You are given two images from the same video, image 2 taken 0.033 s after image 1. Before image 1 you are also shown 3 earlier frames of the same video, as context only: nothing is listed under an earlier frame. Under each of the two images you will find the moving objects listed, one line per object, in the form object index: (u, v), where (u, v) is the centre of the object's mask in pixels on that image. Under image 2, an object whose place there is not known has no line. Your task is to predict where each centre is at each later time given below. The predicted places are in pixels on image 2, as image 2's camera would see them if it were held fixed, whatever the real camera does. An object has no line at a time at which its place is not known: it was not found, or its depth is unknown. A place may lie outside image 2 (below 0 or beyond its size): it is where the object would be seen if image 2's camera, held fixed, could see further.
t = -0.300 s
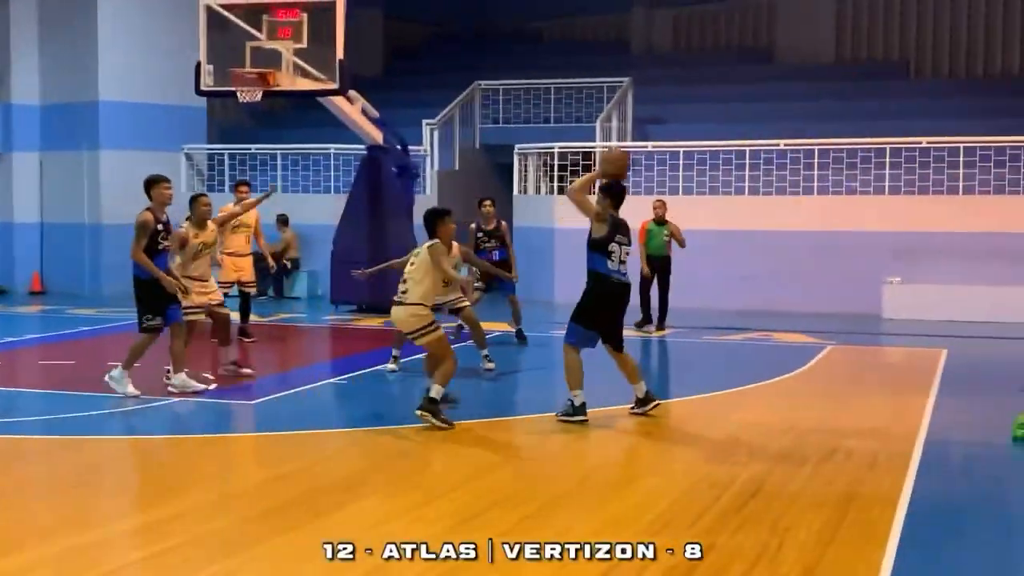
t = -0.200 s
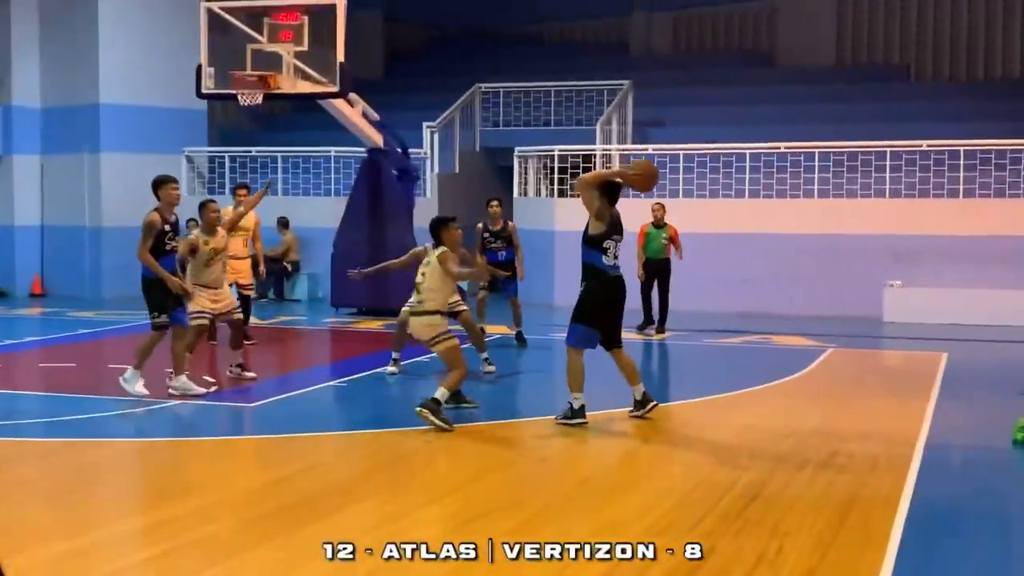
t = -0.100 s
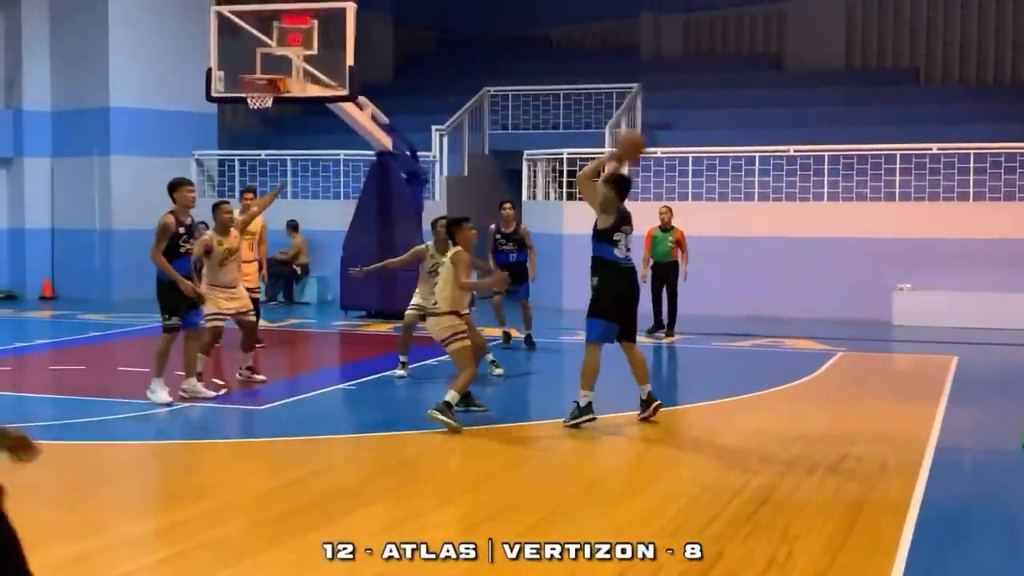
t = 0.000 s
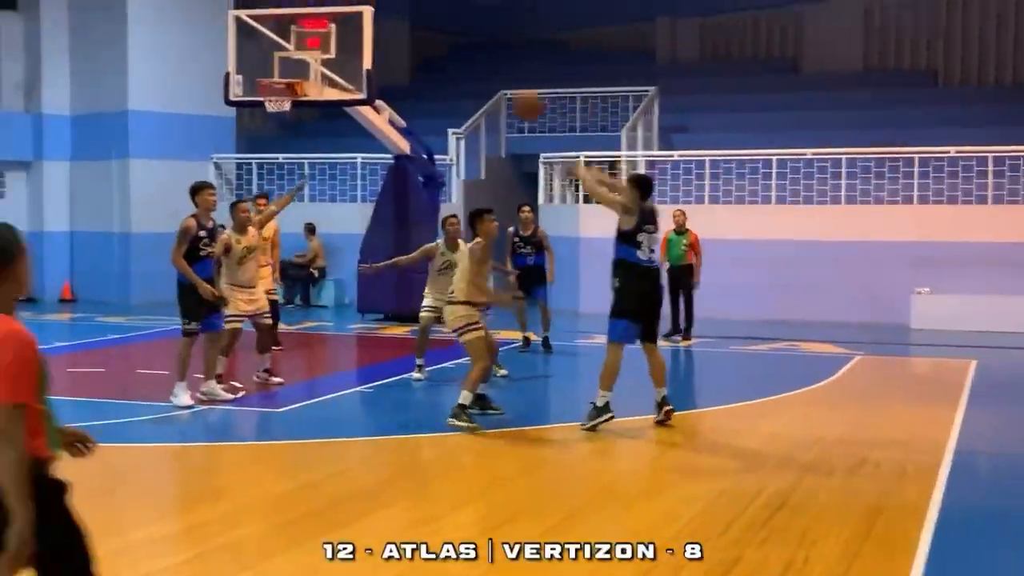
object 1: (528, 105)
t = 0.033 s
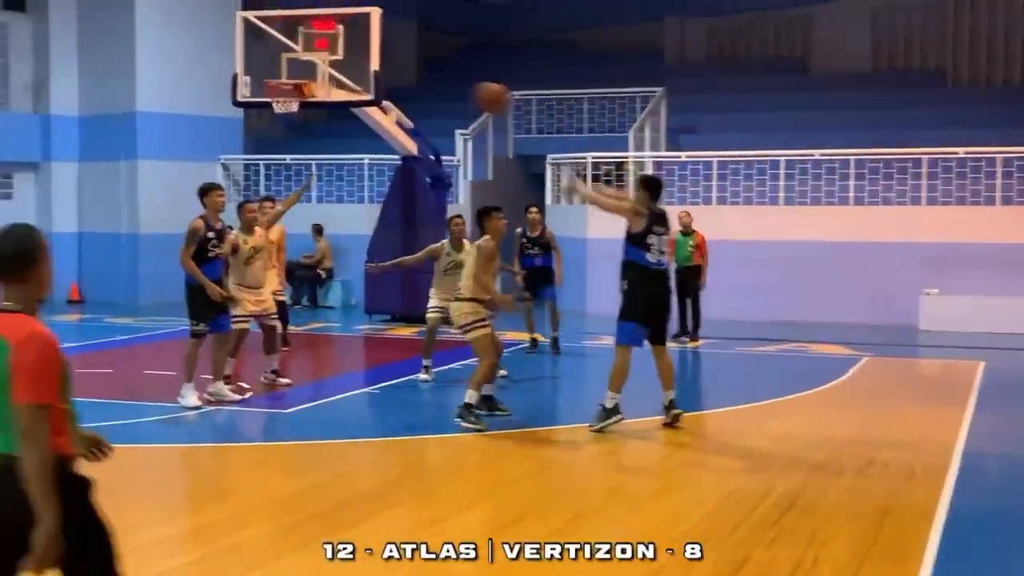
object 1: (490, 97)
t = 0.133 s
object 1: (371, 82)
